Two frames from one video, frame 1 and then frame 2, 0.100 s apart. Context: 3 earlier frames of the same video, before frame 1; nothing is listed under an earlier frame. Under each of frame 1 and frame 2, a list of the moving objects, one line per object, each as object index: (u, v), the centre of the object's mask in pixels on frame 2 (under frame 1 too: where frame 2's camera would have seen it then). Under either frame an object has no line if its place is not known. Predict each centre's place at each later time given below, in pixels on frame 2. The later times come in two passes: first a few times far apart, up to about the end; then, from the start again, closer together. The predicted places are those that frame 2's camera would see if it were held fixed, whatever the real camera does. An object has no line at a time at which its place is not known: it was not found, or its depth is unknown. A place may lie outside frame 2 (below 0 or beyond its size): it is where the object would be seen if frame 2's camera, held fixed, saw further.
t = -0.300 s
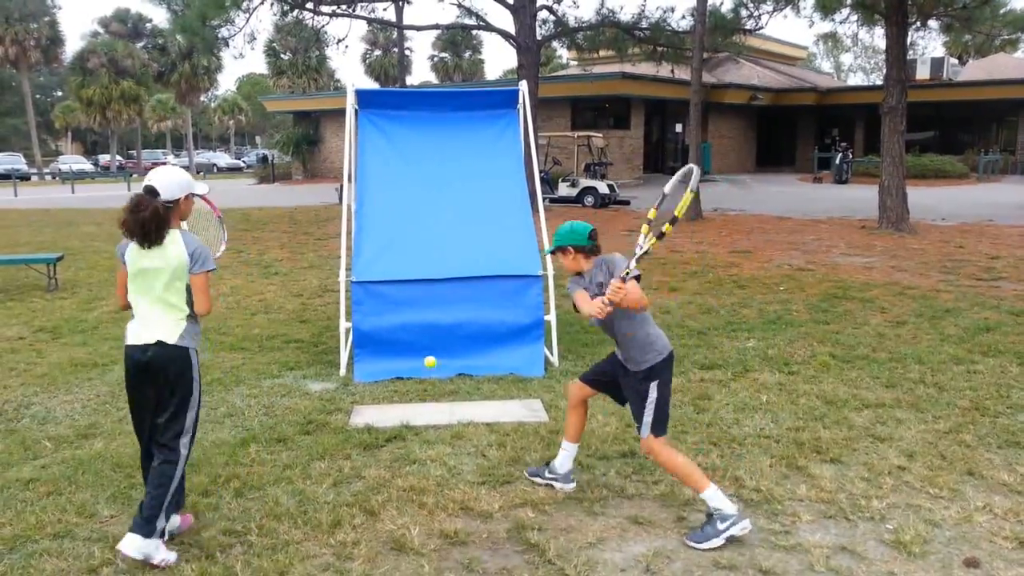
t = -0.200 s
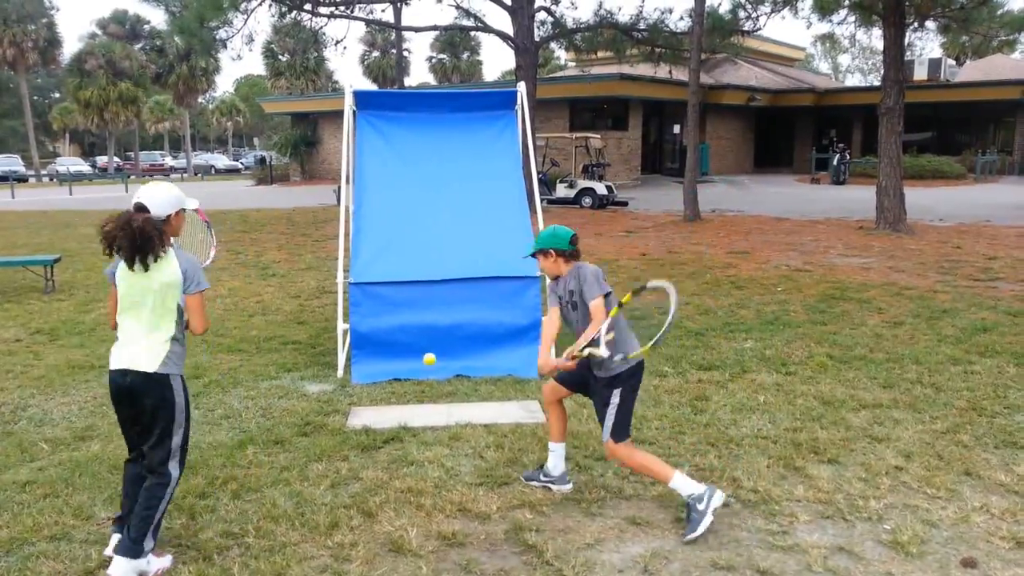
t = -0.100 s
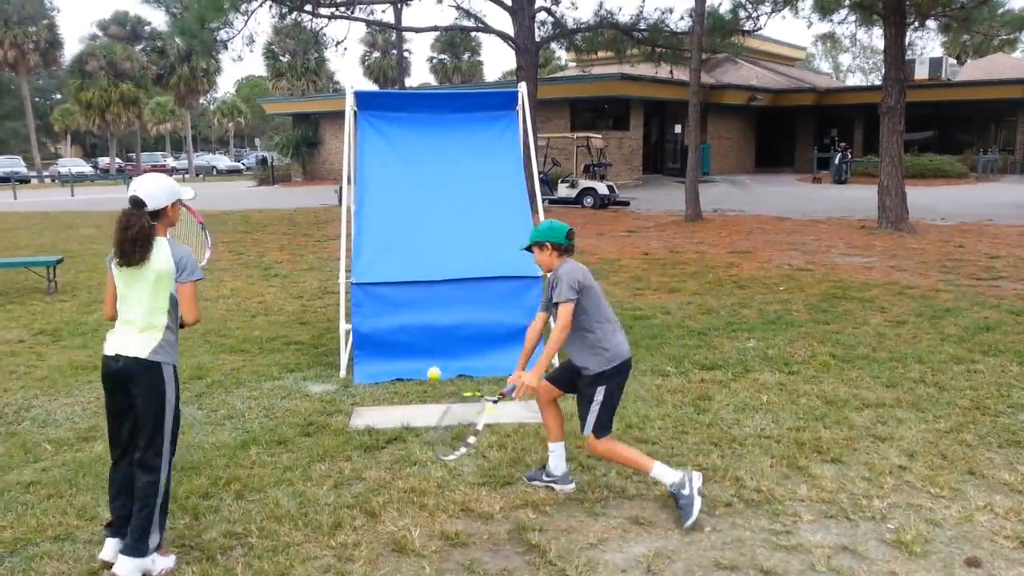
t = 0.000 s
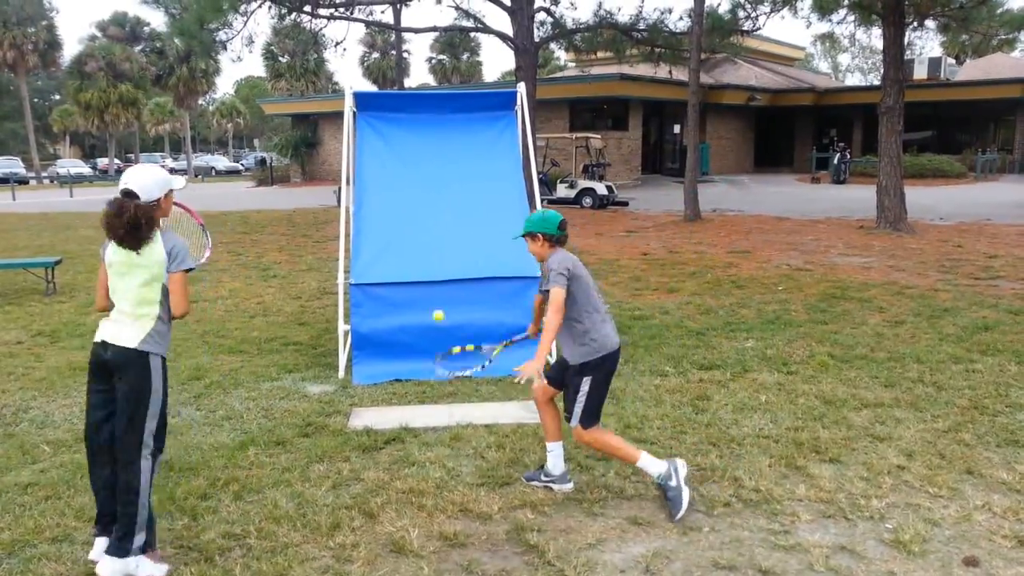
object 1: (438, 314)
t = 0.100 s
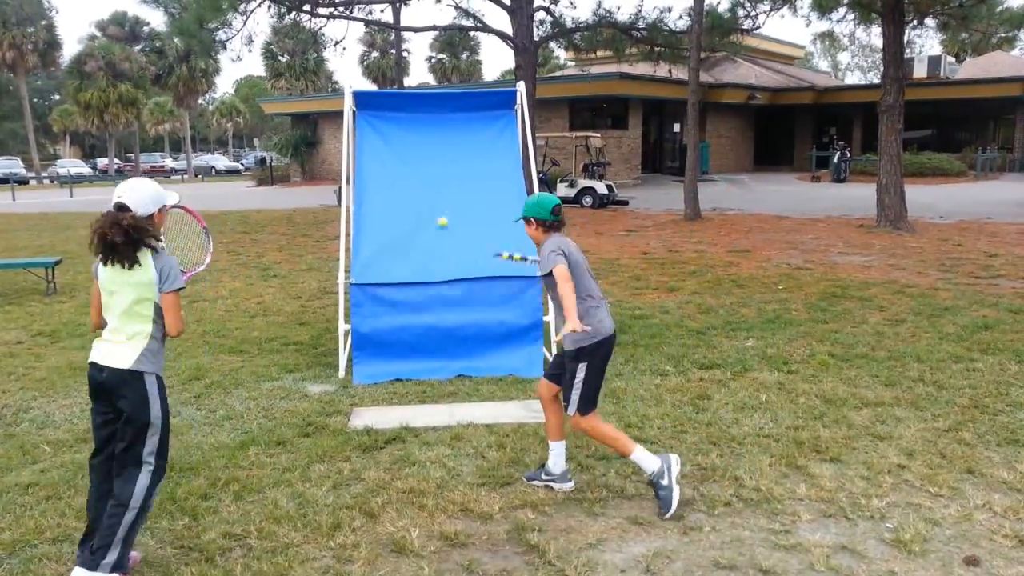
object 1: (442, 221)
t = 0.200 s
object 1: (445, 133)
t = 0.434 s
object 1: (460, 165)
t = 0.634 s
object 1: (475, 257)
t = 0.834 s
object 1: (484, 305)
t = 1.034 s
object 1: (495, 401)
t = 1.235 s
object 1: (497, 357)
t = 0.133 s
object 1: (442, 190)
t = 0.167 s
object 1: (444, 161)
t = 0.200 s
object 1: (445, 133)
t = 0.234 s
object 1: (446, 107)
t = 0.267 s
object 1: (448, 97)
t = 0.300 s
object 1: (450, 108)
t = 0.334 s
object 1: (453, 120)
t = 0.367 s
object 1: (455, 133)
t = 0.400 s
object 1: (457, 149)
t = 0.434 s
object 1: (460, 165)
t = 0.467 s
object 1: (463, 184)
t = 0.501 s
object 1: (466, 206)
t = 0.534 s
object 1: (468, 220)
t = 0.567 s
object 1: (470, 232)
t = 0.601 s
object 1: (472, 244)
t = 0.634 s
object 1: (475, 257)
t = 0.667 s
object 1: (477, 268)
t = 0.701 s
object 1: (478, 273)
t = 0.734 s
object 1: (480, 279)
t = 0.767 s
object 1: (481, 286)
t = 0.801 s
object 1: (483, 294)
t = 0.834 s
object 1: (484, 305)
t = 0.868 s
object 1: (486, 319)
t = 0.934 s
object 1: (490, 352)
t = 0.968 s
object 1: (492, 372)
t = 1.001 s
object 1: (494, 395)
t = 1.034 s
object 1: (495, 401)
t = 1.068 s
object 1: (495, 391)
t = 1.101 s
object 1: (495, 381)
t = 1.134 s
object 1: (496, 372)
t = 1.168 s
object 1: (496, 366)
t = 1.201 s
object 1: (497, 361)
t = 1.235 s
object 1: (497, 357)
